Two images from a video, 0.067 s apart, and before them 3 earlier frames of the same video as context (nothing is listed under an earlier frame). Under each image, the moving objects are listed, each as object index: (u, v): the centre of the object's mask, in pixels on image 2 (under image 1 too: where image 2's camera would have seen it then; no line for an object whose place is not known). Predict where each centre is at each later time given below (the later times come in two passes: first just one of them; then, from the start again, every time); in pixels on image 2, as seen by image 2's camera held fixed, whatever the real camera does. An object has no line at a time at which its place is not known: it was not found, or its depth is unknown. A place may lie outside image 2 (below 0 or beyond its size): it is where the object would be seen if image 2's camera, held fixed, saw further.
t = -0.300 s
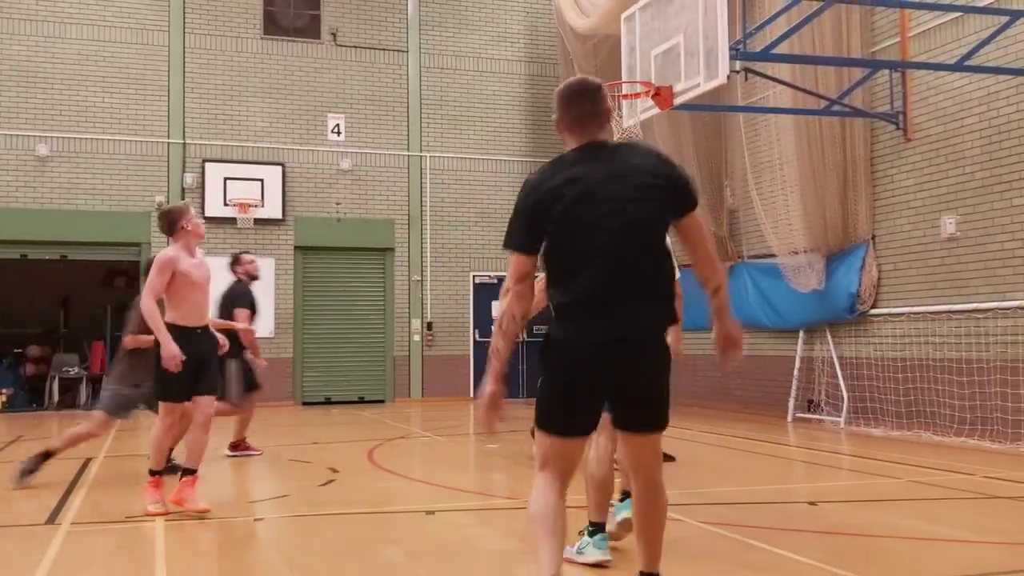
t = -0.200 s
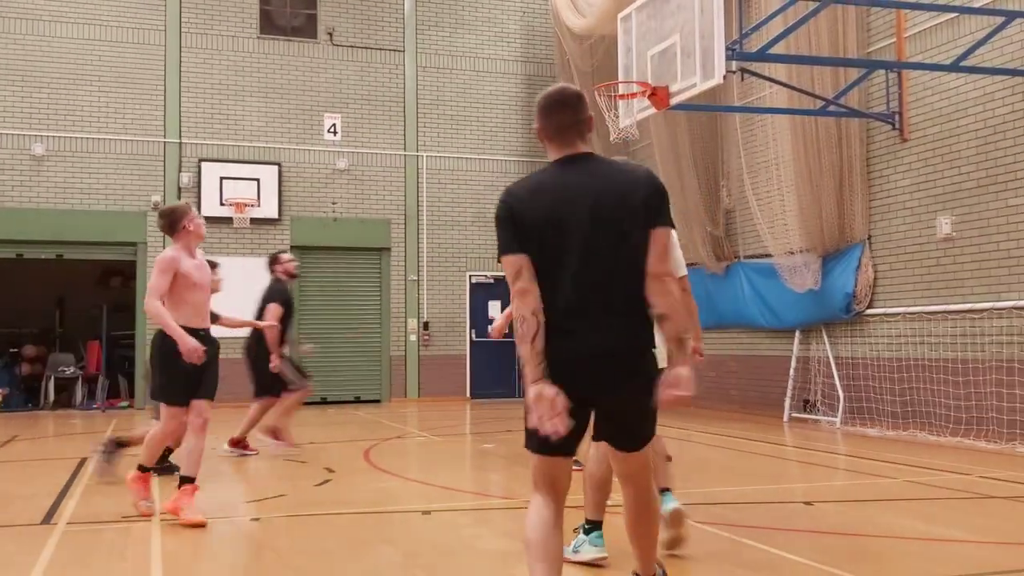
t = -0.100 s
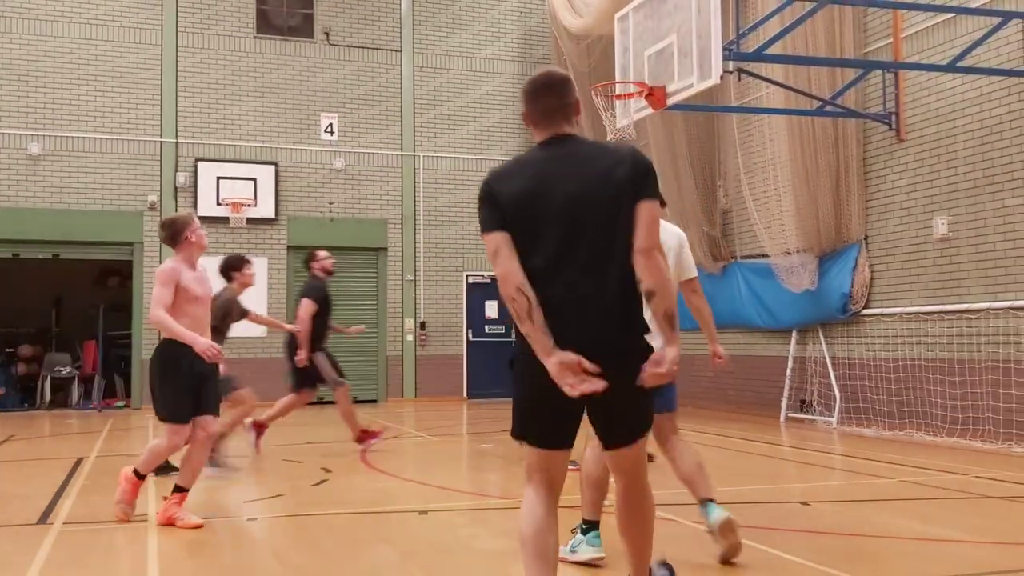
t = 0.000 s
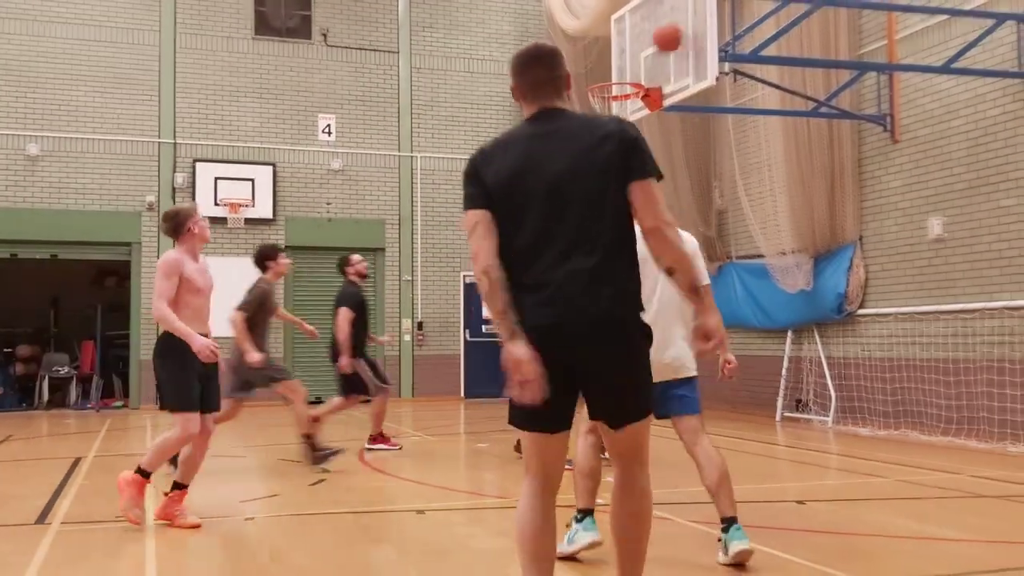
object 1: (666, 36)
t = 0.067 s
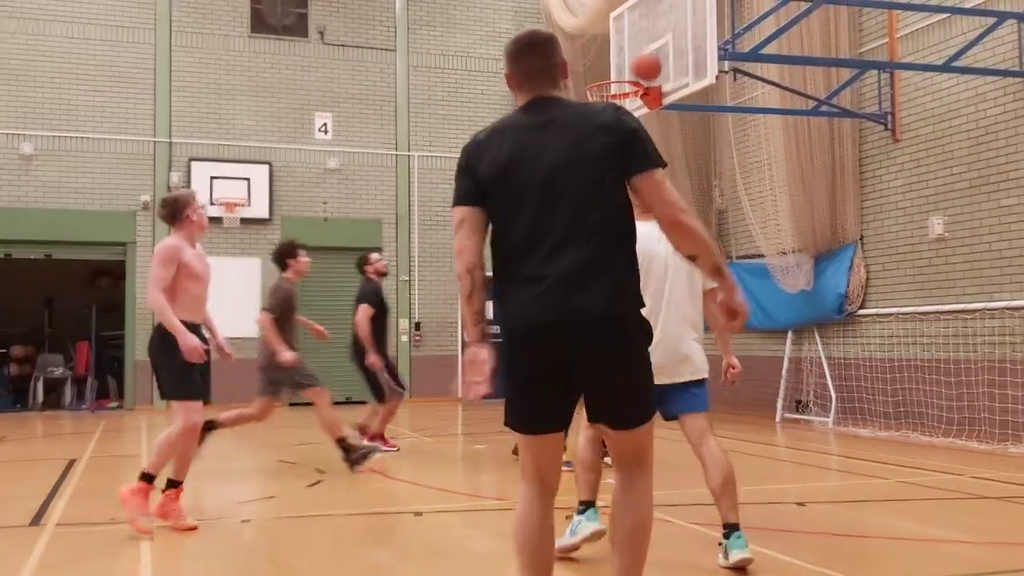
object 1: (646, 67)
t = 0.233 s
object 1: (654, 26)
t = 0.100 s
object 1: (645, 64)
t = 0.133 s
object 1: (647, 53)
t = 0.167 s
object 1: (649, 43)
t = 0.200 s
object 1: (652, 34)
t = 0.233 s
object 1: (654, 26)
